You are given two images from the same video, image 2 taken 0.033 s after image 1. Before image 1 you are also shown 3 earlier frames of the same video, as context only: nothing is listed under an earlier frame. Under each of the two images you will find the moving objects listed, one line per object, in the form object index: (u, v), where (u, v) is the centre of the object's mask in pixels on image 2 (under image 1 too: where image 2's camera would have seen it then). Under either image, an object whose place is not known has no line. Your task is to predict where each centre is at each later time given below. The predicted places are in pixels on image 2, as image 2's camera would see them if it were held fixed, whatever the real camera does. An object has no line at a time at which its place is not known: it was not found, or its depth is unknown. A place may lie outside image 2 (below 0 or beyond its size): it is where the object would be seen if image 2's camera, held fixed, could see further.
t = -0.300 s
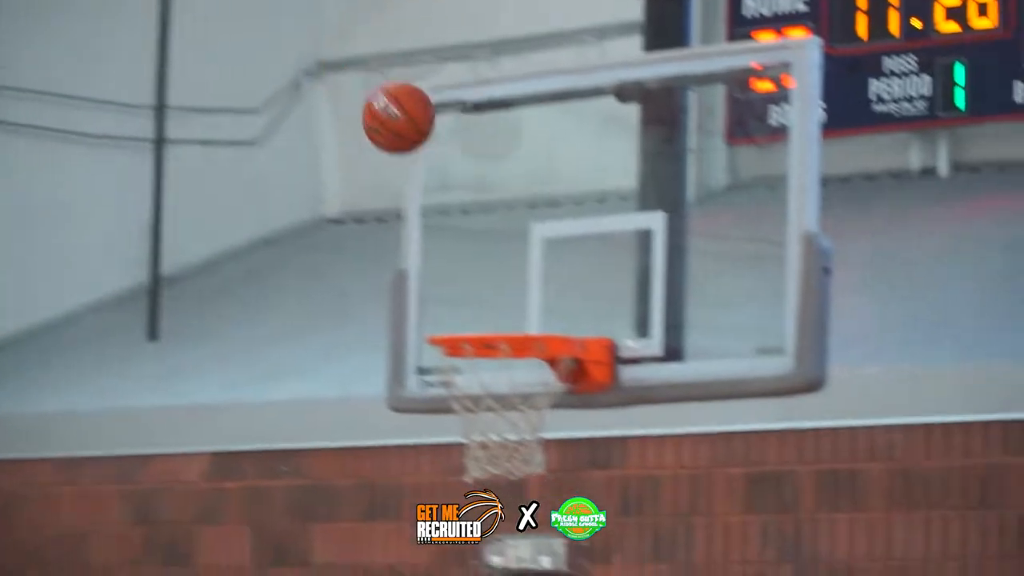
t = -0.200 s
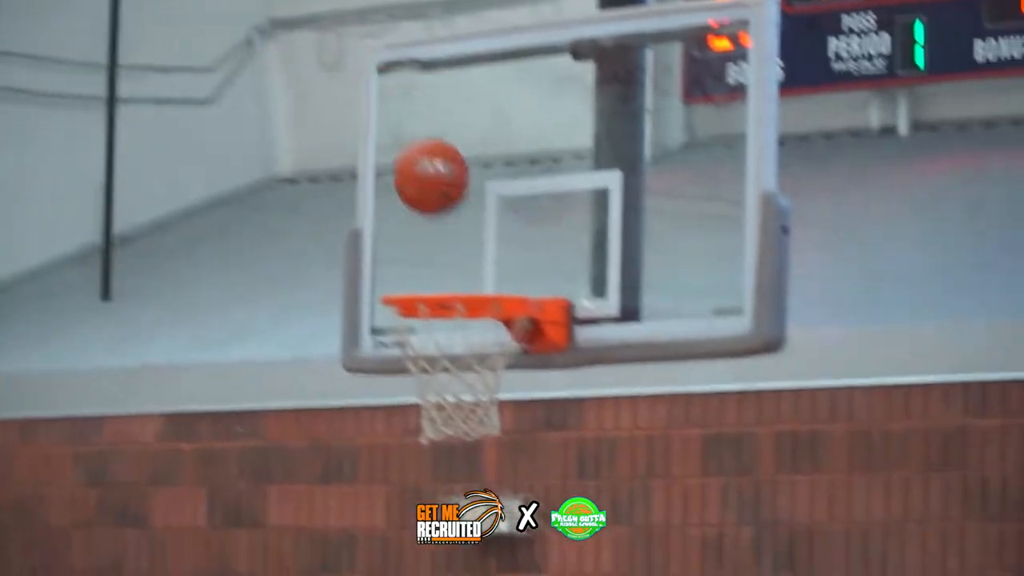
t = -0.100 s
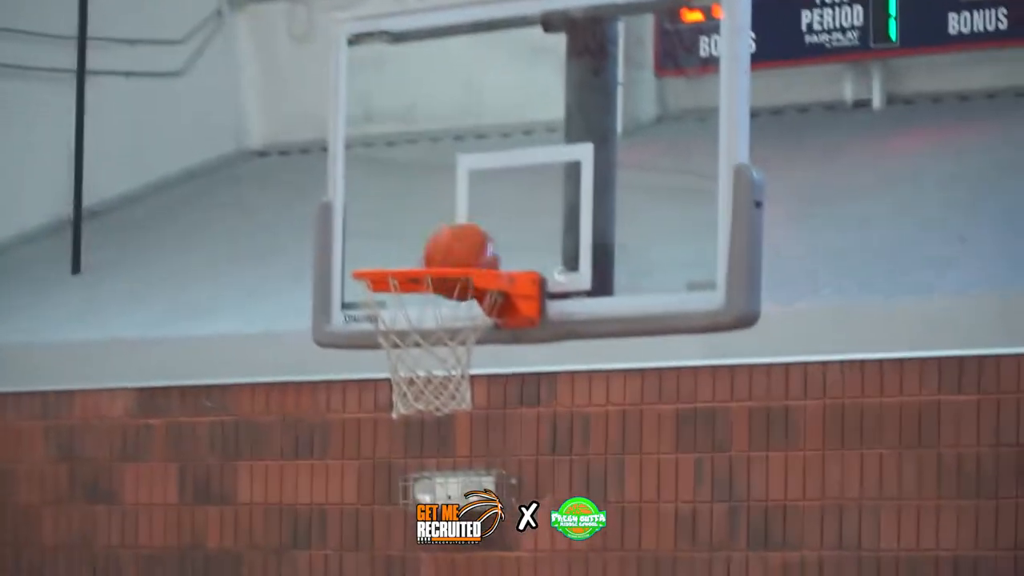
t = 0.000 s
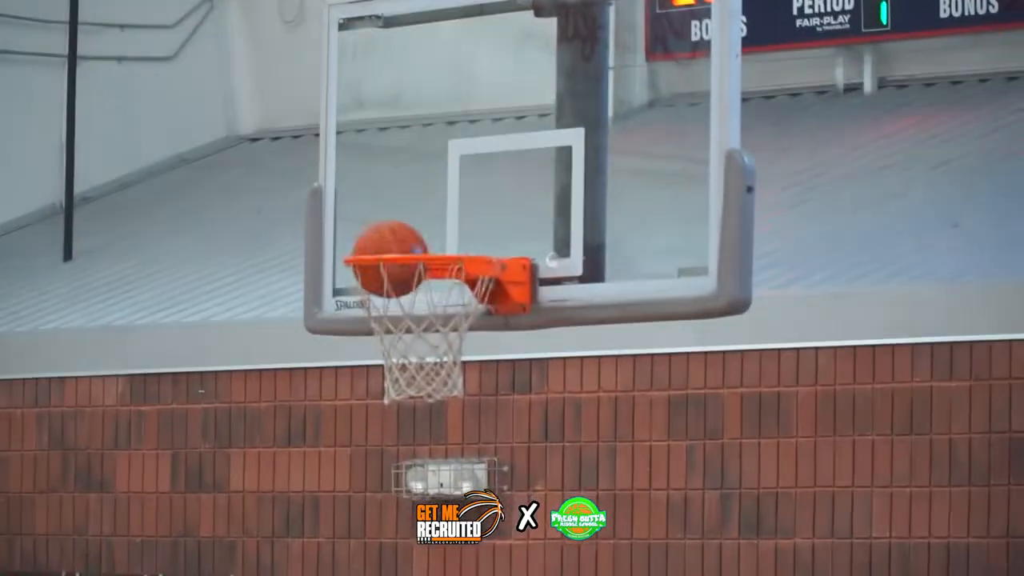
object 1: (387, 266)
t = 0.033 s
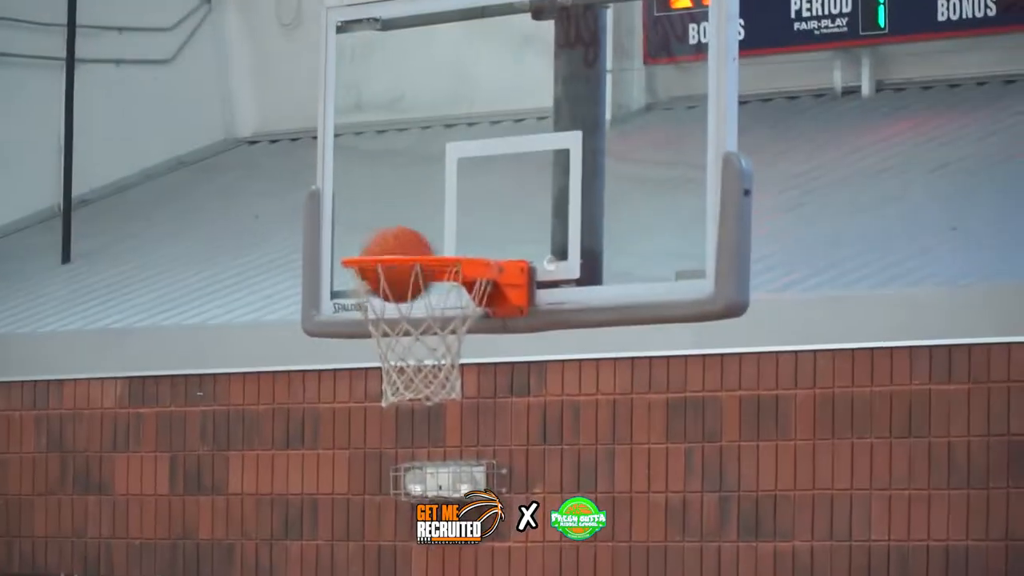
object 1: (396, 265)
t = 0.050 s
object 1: (412, 266)
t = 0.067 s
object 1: (425, 269)
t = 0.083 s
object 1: (439, 271)
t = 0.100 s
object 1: (448, 275)
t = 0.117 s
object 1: (454, 279)
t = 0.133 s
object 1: (455, 285)
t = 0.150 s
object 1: (454, 294)
